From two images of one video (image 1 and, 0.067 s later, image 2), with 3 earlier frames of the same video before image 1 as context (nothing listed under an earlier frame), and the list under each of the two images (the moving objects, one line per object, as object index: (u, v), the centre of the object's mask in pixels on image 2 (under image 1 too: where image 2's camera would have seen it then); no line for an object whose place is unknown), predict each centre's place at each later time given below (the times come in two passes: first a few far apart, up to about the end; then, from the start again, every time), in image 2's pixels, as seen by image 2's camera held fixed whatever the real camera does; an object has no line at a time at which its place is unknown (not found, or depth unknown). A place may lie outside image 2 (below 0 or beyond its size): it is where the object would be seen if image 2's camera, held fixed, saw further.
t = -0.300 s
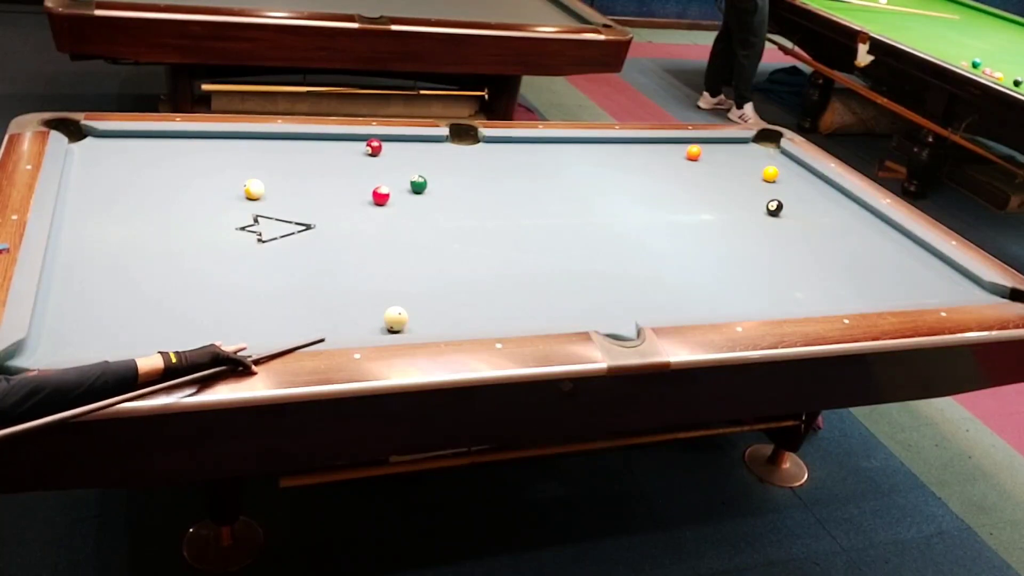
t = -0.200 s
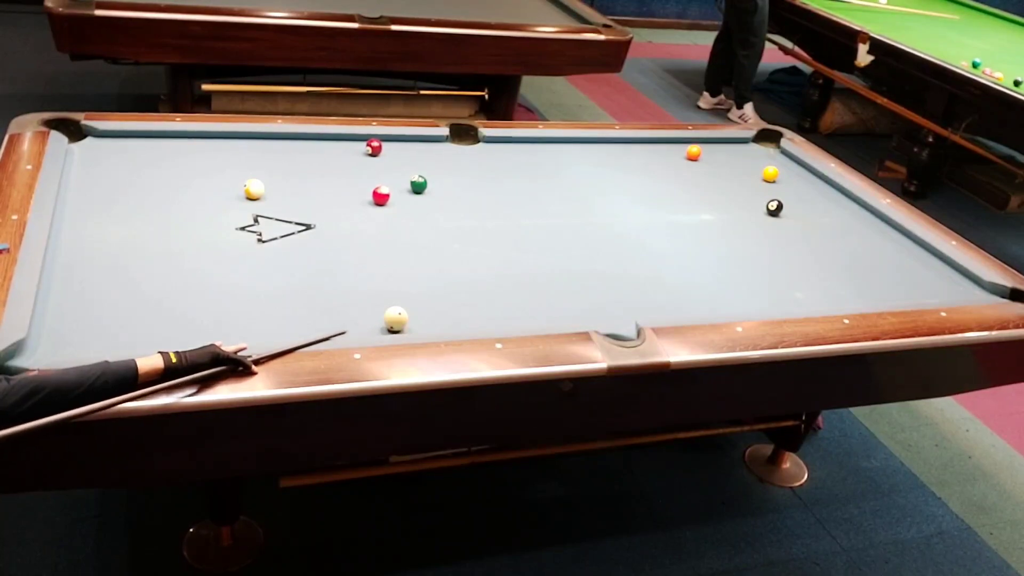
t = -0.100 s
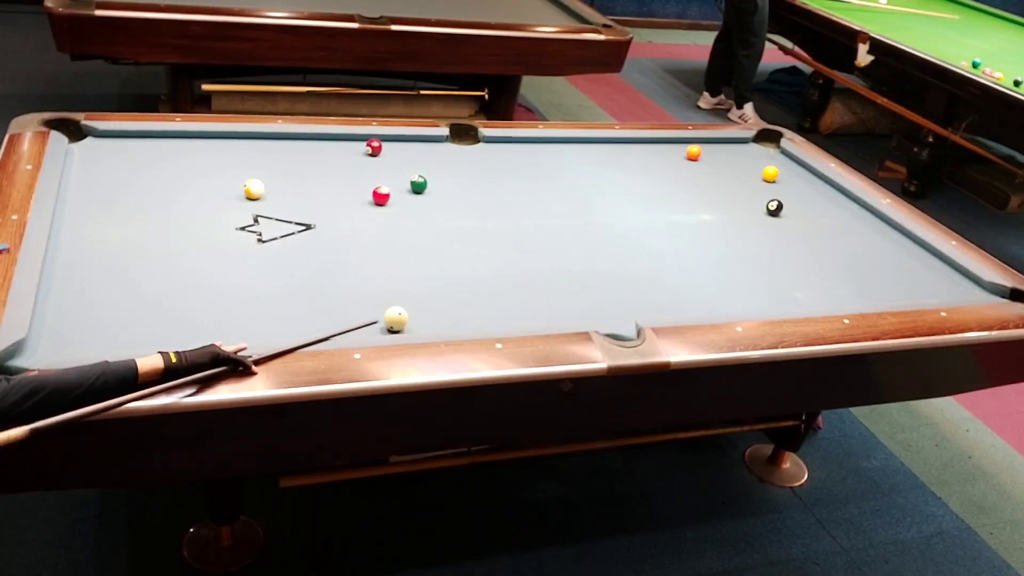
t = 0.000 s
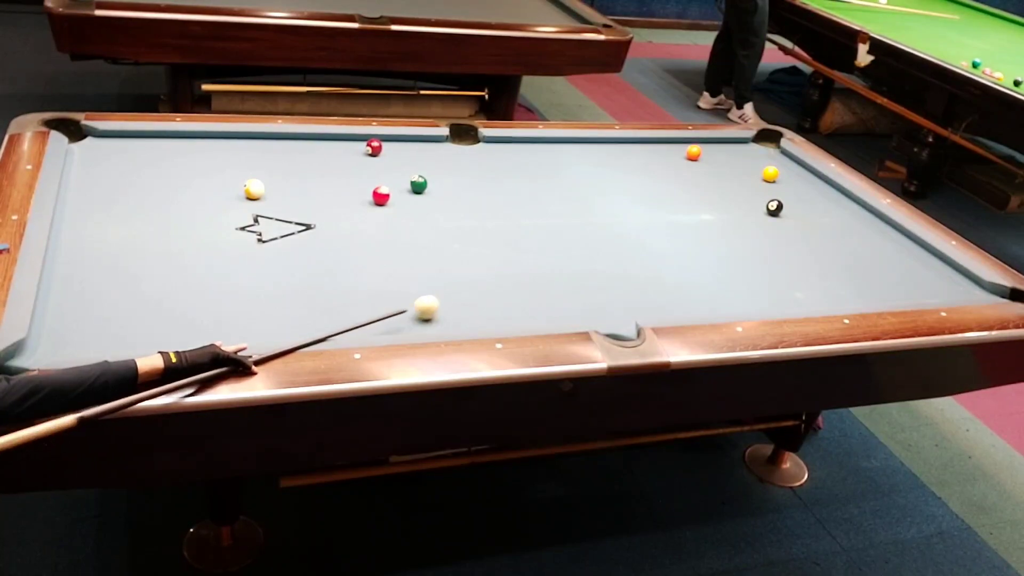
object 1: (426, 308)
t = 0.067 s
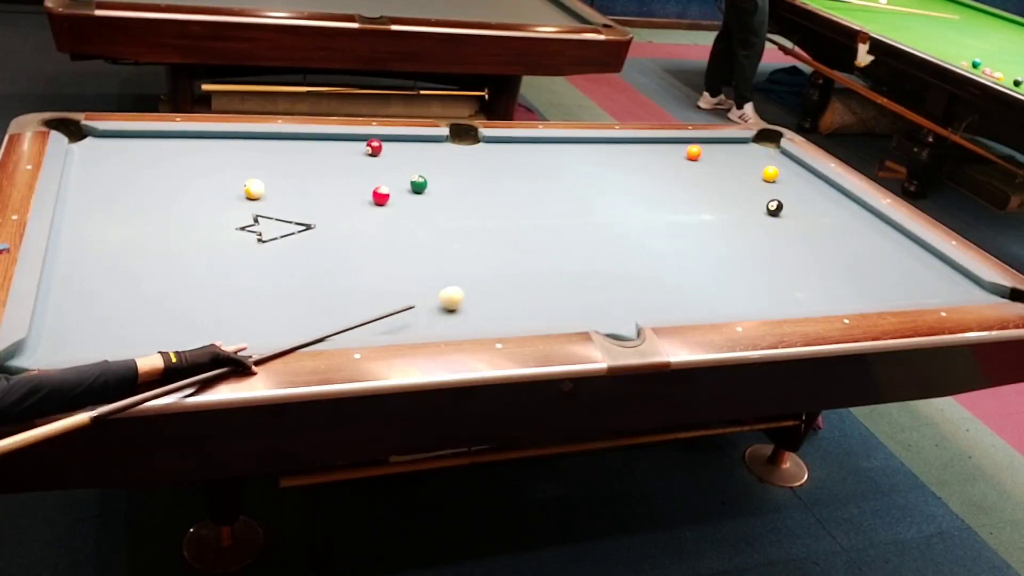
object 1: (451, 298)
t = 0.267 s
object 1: (518, 274)
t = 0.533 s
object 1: (594, 246)
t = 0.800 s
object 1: (657, 223)
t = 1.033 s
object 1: (705, 205)
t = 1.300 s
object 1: (753, 187)
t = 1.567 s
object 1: (798, 182)
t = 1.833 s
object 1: (821, 184)
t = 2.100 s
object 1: (801, 186)
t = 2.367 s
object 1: (782, 189)
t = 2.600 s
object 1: (764, 191)
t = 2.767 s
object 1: (752, 193)
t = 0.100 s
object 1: (463, 294)
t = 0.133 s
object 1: (474, 290)
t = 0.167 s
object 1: (486, 286)
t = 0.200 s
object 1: (497, 282)
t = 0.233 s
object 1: (507, 278)
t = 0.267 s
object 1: (518, 274)
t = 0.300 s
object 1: (528, 270)
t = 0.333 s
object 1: (538, 266)
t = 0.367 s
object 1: (548, 263)
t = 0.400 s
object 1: (557, 259)
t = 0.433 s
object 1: (567, 256)
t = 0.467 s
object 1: (576, 253)
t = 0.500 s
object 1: (585, 249)
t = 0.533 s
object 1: (594, 246)
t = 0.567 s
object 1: (602, 243)
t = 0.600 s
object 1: (610, 240)
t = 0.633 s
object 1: (619, 237)
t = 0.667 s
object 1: (627, 234)
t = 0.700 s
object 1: (635, 231)
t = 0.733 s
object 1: (642, 228)
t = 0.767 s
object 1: (650, 225)
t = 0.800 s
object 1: (657, 223)
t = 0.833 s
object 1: (664, 220)
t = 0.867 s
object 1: (672, 217)
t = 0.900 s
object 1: (679, 215)
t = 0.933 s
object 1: (685, 212)
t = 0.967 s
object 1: (692, 209)
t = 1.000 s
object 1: (699, 207)
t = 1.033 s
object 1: (705, 205)
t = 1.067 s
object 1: (712, 202)
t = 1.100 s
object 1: (718, 200)
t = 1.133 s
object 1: (724, 198)
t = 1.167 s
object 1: (730, 196)
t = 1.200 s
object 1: (736, 193)
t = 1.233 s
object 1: (742, 191)
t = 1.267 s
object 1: (748, 189)
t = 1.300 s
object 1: (753, 187)
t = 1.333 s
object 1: (759, 185)
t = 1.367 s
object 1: (764, 183)
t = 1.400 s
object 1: (770, 181)
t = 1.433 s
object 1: (776, 181)
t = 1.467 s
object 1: (781, 181)
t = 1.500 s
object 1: (787, 181)
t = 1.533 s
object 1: (792, 182)
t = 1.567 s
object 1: (798, 182)
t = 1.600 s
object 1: (804, 182)
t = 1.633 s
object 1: (810, 182)
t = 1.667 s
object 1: (816, 182)
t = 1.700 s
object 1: (821, 183)
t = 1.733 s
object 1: (826, 183)
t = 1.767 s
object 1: (827, 183)
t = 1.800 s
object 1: (824, 184)
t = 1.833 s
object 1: (821, 184)
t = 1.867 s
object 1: (819, 184)
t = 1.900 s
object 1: (817, 184)
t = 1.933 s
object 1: (814, 185)
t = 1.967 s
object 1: (812, 185)
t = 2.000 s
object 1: (809, 185)
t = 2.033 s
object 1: (806, 186)
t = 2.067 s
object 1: (804, 186)
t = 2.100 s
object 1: (801, 186)
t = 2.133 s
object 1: (799, 187)
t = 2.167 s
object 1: (796, 187)
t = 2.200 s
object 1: (794, 187)
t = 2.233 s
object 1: (792, 188)
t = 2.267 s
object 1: (789, 188)
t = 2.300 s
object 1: (787, 188)
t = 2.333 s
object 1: (784, 189)
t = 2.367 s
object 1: (782, 189)
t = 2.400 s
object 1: (780, 189)
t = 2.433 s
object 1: (777, 190)
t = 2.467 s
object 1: (775, 190)
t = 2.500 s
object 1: (771, 191)
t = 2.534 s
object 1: (768, 191)
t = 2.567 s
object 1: (766, 191)
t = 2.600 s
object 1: (764, 191)
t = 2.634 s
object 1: (761, 192)
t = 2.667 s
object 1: (759, 192)
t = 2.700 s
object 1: (757, 192)
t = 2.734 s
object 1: (755, 193)
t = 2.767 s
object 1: (752, 193)
